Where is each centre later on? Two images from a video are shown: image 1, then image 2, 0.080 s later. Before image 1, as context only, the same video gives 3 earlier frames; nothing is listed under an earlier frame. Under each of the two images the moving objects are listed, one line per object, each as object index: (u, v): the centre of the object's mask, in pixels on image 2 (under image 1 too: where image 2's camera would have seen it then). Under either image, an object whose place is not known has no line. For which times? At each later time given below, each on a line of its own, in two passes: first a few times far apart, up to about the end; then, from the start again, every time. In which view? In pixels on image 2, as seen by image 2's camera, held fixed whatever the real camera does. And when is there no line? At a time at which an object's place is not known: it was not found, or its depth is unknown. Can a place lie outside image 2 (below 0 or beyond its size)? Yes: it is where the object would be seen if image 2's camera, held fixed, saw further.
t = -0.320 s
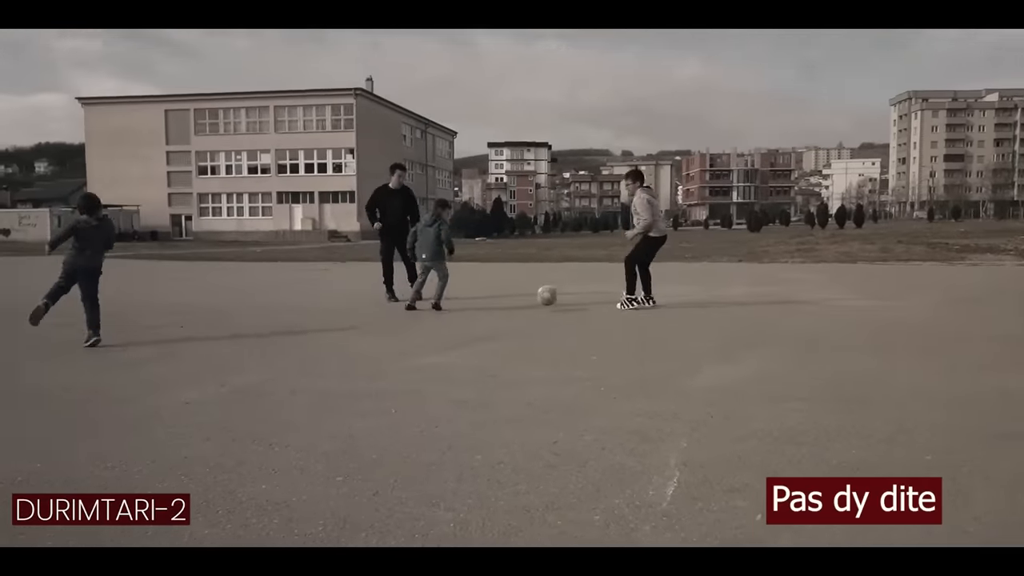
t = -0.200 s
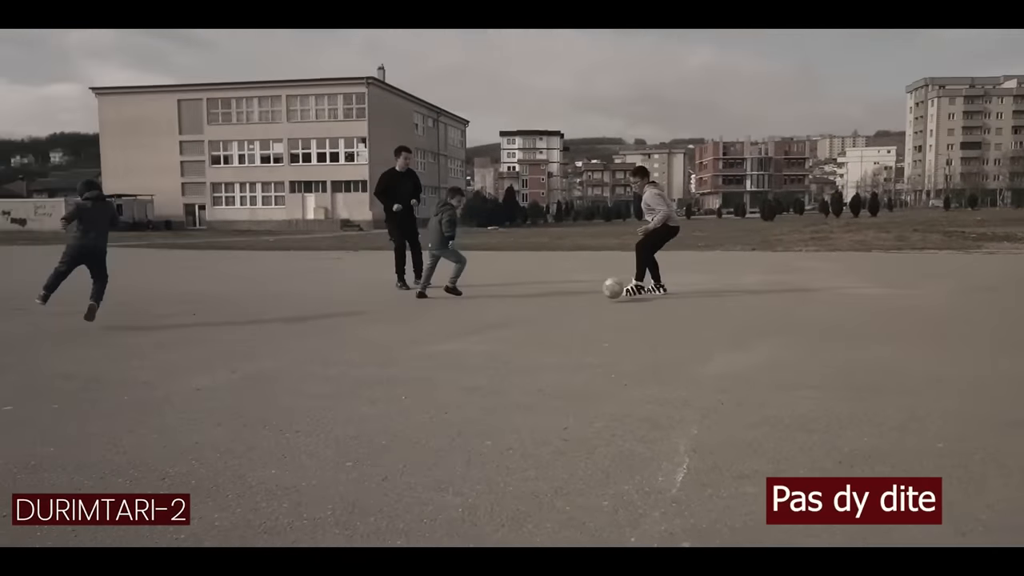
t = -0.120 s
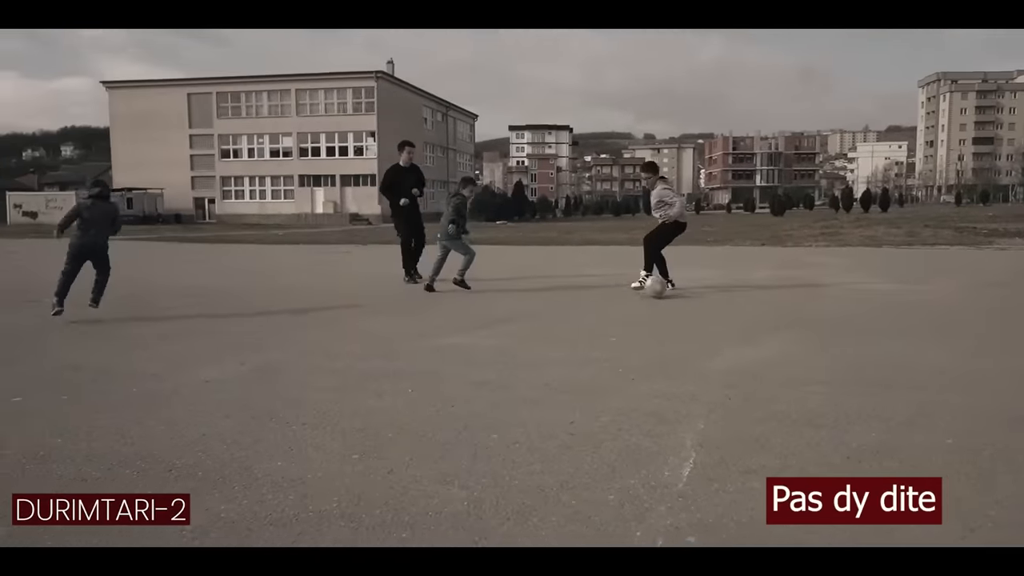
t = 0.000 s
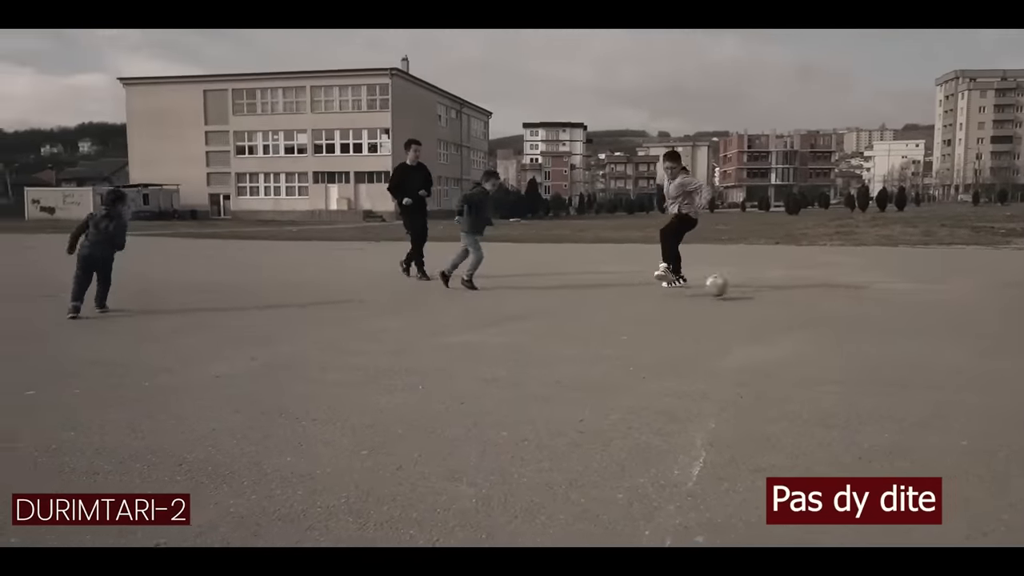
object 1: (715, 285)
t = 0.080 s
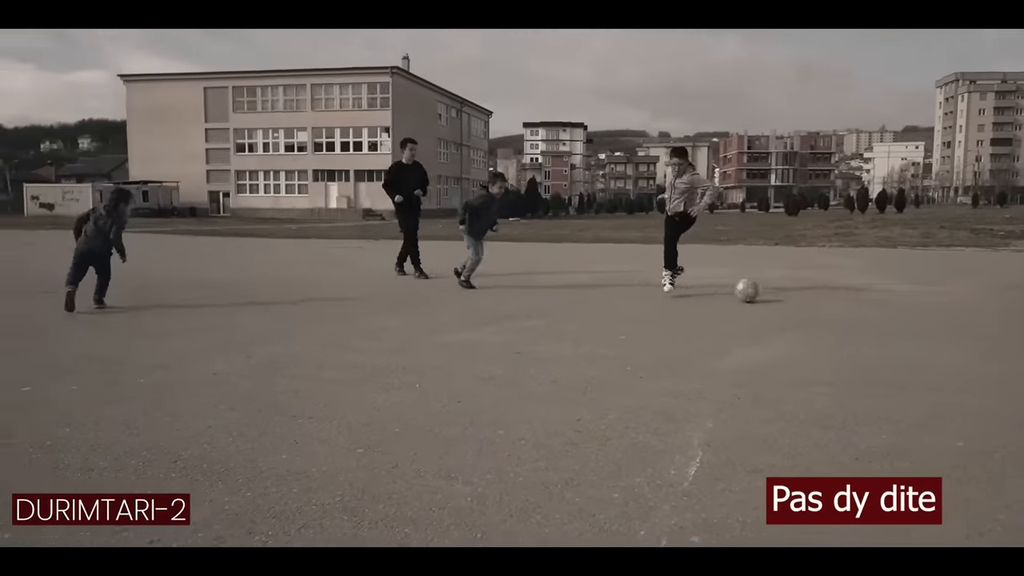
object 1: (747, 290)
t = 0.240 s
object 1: (812, 295)
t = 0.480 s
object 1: (915, 301)
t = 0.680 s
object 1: (1009, 307)
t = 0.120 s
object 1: (762, 290)
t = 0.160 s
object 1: (779, 290)
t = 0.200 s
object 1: (796, 293)
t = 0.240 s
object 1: (812, 295)
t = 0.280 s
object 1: (829, 294)
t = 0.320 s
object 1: (845, 296)
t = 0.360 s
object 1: (863, 299)
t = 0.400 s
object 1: (880, 300)
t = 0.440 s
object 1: (897, 300)
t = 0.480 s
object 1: (915, 301)
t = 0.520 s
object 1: (933, 303)
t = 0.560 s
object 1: (952, 303)
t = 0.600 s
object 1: (971, 305)
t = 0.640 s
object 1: (989, 306)
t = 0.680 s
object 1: (1009, 307)
